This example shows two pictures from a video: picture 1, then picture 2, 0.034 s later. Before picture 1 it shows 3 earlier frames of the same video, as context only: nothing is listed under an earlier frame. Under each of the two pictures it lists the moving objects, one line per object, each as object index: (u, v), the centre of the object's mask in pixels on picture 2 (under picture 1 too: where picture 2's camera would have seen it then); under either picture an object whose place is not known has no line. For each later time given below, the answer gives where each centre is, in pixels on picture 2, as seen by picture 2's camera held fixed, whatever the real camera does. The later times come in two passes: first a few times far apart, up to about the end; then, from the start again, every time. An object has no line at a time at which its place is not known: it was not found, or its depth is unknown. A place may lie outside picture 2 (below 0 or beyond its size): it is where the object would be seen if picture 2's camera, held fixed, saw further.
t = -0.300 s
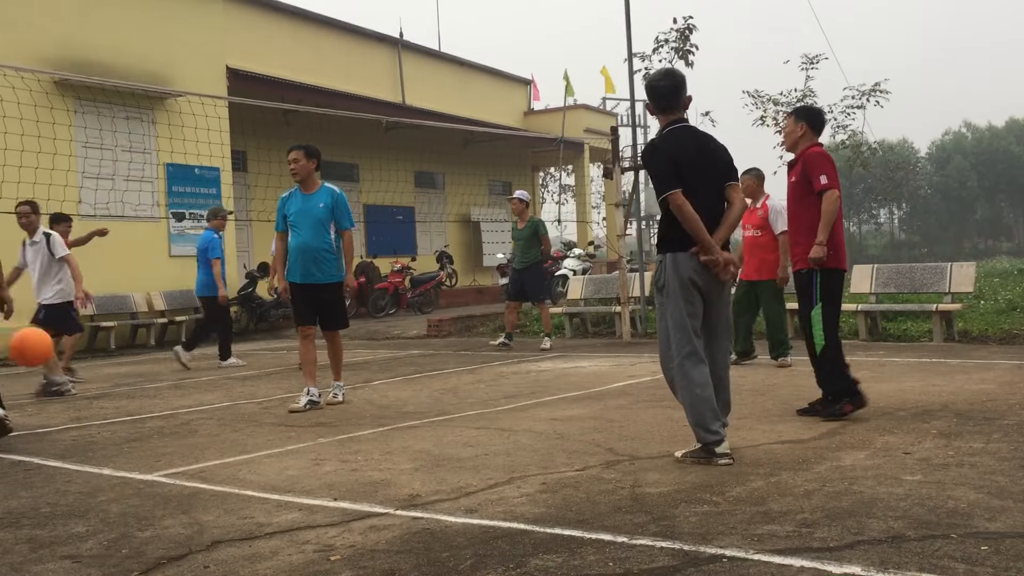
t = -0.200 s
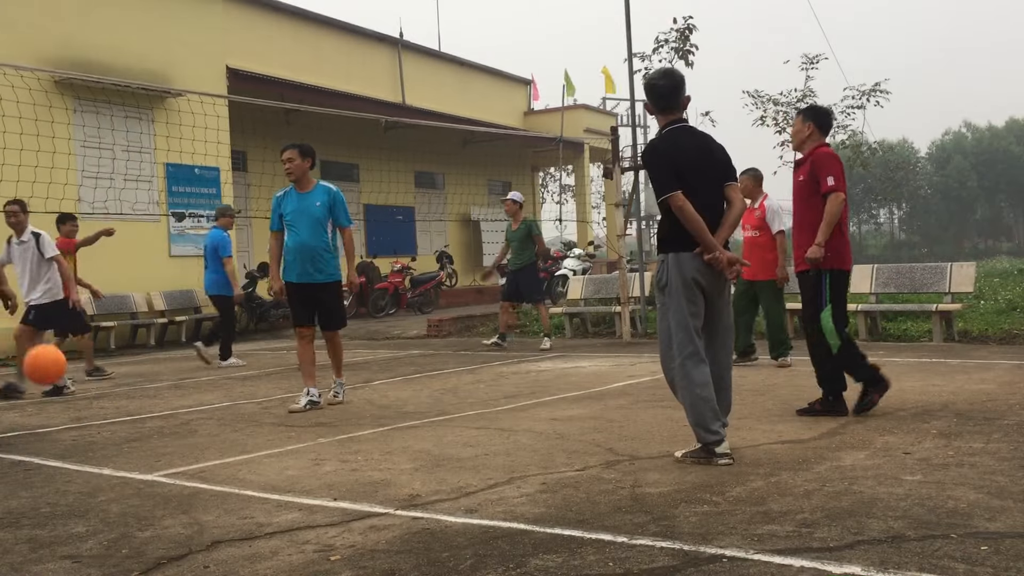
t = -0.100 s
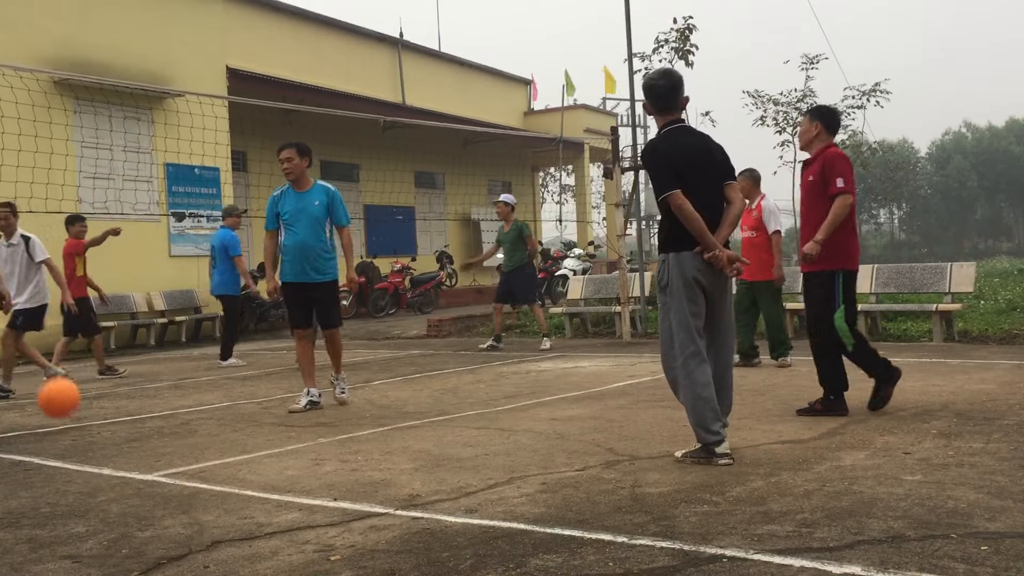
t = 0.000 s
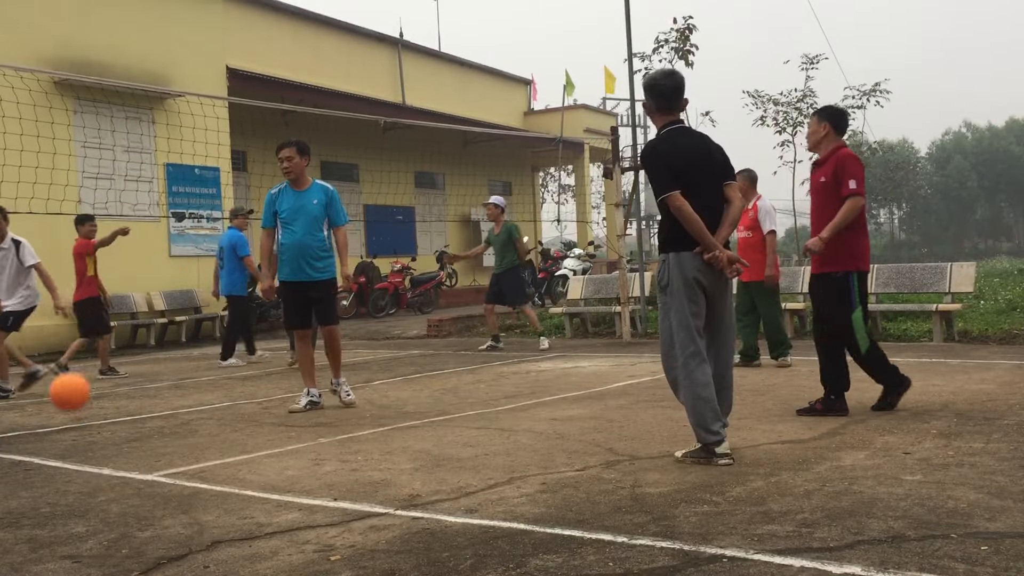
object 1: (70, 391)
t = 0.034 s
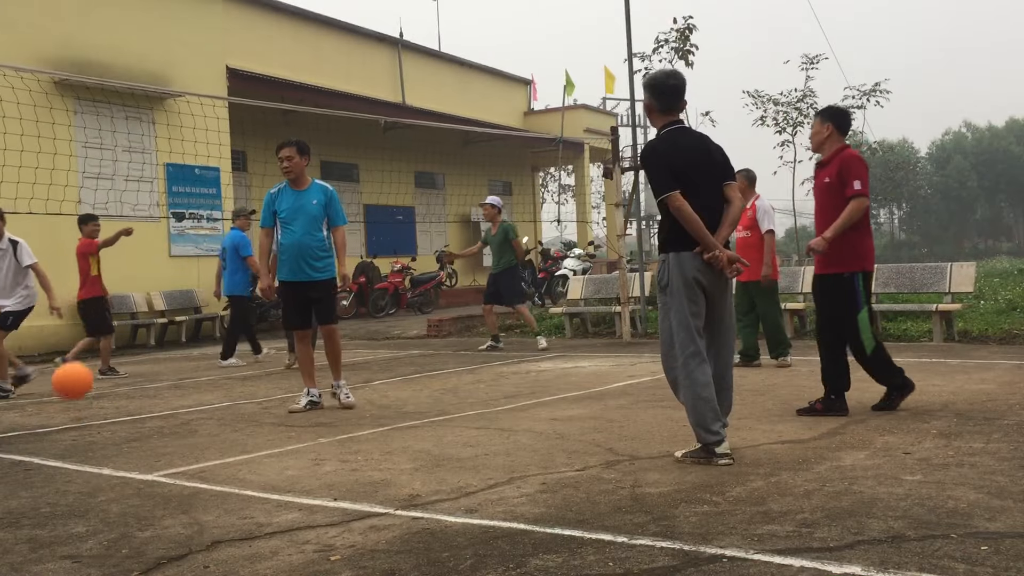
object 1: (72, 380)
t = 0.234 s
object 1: (90, 352)
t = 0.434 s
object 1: (109, 382)
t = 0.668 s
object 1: (127, 361)
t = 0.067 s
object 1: (75, 371)
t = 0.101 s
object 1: (78, 364)
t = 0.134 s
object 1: (81, 359)
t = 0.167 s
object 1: (84, 355)
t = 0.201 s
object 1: (86, 353)
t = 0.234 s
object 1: (90, 352)
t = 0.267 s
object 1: (93, 353)
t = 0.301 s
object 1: (96, 356)
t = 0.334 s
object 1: (99, 360)
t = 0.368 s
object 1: (102, 366)
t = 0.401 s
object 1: (105, 373)
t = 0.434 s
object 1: (109, 382)
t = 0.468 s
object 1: (112, 393)
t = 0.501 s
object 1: (115, 399)
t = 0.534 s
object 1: (118, 388)
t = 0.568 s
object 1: (120, 379)
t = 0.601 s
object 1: (122, 371)
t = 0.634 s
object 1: (125, 365)
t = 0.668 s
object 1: (127, 361)
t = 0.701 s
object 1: (130, 358)
